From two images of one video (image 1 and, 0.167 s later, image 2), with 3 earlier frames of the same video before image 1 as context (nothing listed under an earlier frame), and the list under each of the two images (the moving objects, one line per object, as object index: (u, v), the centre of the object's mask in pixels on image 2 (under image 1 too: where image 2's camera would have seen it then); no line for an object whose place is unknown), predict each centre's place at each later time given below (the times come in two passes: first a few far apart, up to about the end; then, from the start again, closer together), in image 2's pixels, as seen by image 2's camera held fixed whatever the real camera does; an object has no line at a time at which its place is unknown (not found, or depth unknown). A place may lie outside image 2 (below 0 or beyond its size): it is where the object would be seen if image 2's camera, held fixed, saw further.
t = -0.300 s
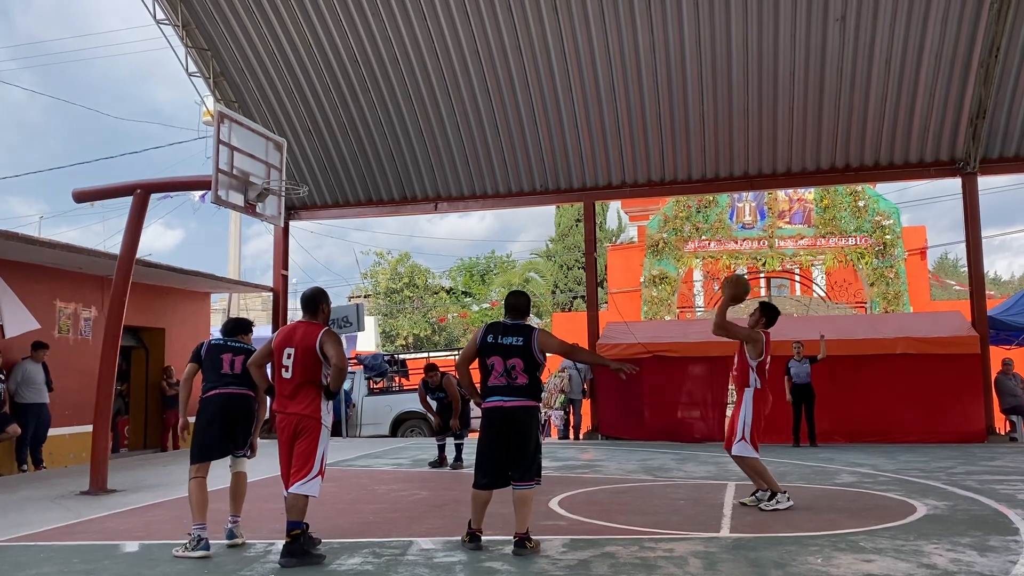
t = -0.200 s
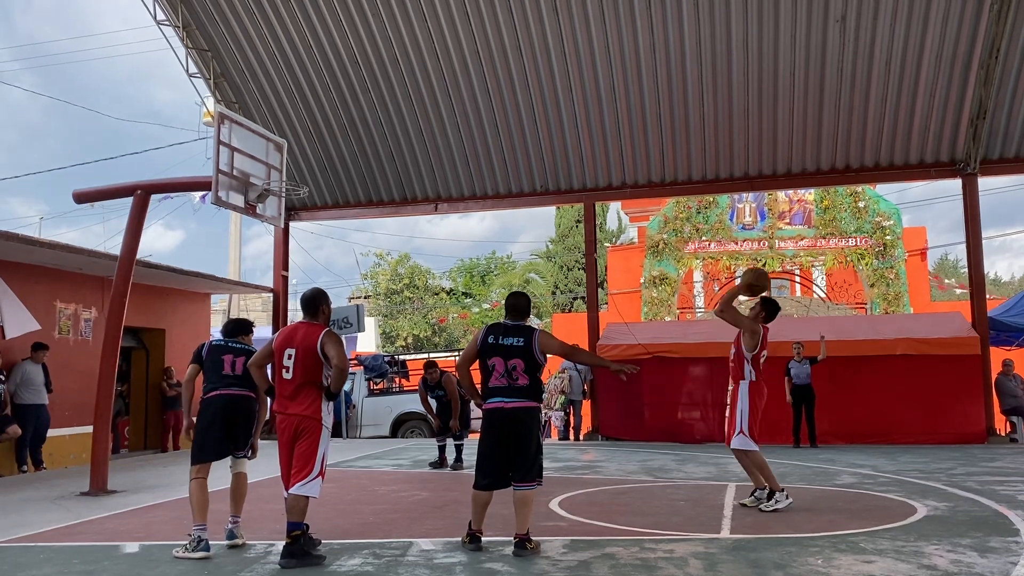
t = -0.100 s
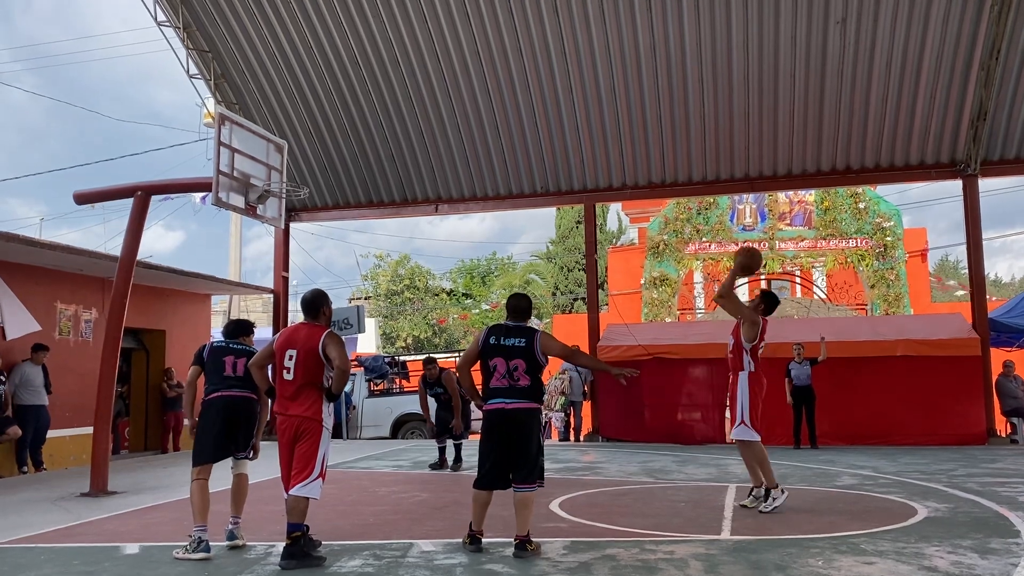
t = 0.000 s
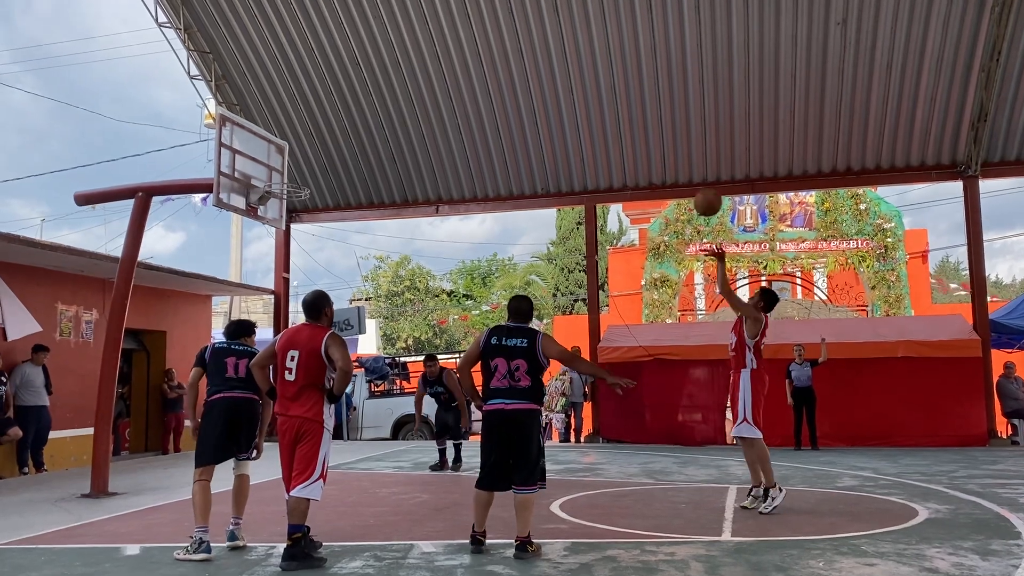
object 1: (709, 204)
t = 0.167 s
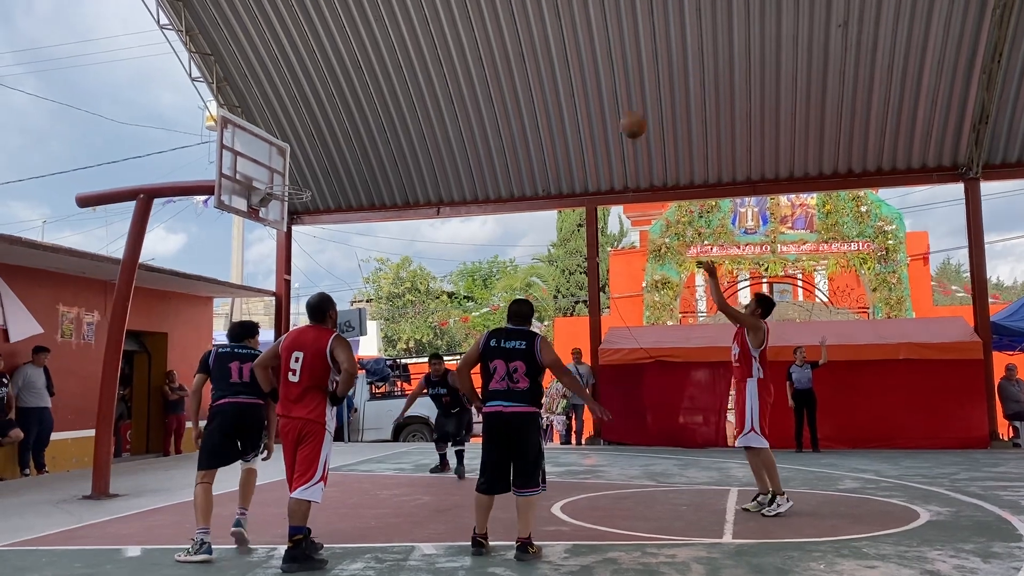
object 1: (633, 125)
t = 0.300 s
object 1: (577, 86)
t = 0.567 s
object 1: (472, 66)
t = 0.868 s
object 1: (365, 125)
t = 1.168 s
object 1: (359, 226)
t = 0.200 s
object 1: (618, 113)
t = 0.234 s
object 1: (606, 102)
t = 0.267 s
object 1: (591, 95)
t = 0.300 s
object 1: (577, 86)
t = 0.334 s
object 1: (563, 79)
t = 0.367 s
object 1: (550, 75)
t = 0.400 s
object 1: (537, 70)
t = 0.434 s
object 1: (523, 66)
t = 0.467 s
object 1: (510, 65)
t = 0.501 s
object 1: (497, 64)
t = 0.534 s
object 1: (484, 65)
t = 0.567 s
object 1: (472, 66)
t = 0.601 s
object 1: (460, 68)
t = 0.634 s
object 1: (448, 72)
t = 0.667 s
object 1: (436, 76)
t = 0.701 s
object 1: (423, 82)
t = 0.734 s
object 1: (411, 89)
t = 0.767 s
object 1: (400, 97)
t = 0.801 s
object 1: (388, 106)
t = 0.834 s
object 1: (376, 115)
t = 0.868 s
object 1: (365, 125)
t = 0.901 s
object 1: (353, 138)
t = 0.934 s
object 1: (342, 151)
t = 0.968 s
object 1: (331, 165)
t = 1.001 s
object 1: (318, 180)
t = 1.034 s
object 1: (316, 191)
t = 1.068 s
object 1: (326, 198)
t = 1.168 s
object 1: (359, 226)
